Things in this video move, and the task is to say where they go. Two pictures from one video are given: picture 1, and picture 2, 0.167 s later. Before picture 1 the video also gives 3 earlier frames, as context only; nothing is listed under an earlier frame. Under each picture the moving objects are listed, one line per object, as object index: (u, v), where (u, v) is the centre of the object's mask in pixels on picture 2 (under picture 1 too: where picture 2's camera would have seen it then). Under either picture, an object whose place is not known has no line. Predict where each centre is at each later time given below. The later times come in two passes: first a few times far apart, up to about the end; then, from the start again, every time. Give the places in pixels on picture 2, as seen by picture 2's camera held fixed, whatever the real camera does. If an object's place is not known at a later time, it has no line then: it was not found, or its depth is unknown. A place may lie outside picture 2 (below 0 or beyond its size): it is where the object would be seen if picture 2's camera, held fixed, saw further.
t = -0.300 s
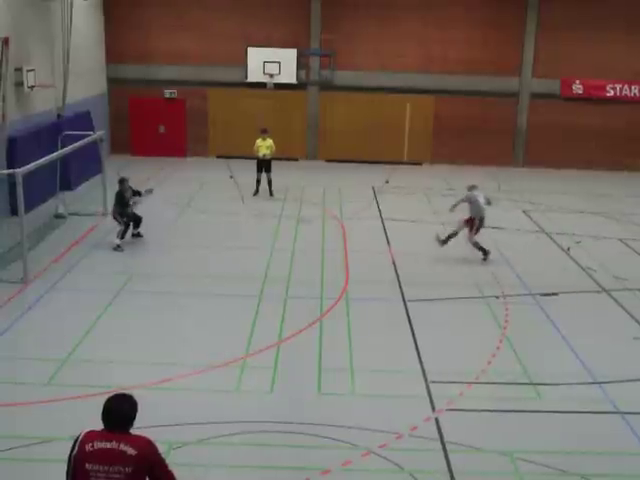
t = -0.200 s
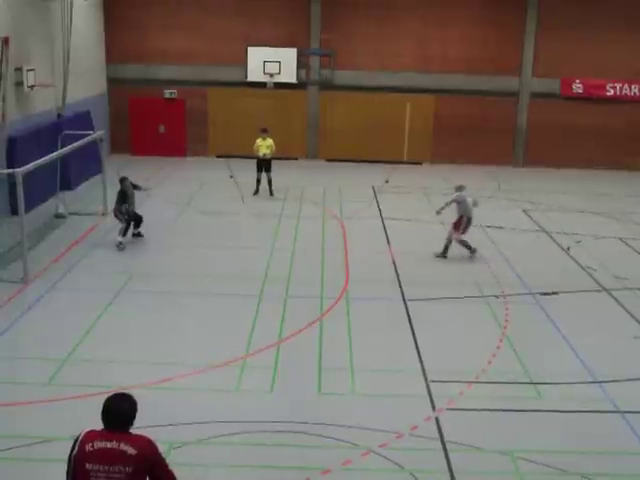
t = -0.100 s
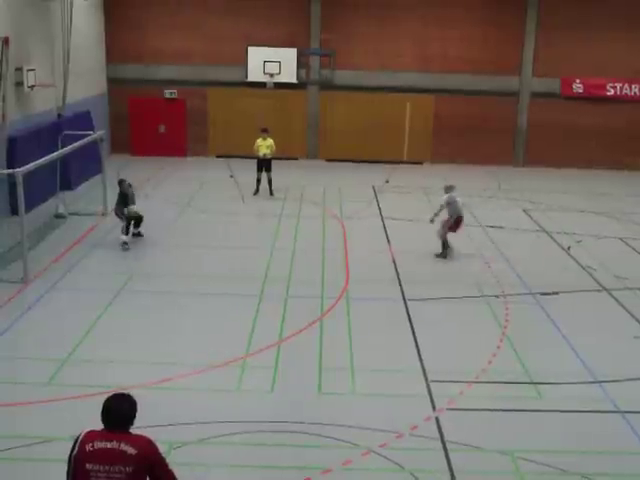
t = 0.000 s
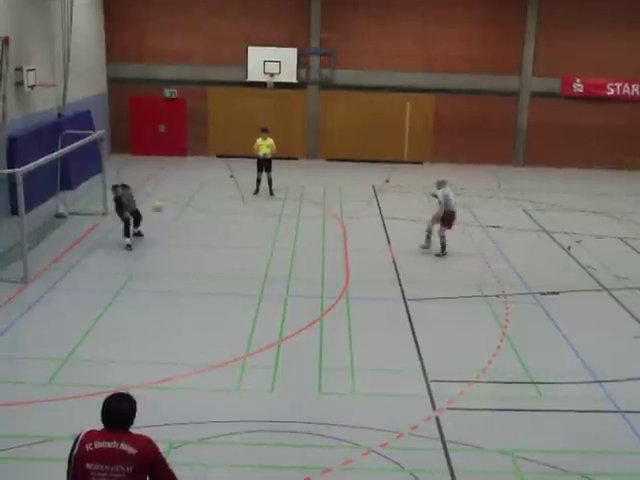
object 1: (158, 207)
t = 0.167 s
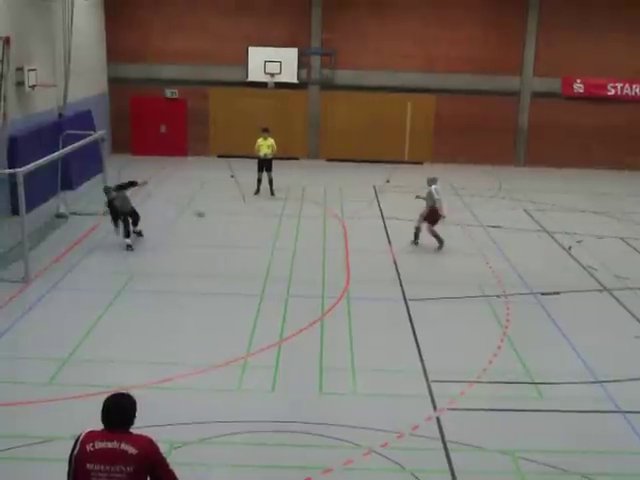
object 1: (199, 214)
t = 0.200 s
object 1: (207, 216)
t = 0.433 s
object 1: (262, 246)
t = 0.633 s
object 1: (289, 226)
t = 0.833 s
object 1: (315, 222)
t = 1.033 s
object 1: (339, 236)
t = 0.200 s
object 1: (207, 216)
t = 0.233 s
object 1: (215, 219)
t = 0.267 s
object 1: (224, 222)
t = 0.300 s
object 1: (231, 227)
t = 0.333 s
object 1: (239, 231)
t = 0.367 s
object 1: (247, 234)
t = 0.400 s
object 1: (255, 240)
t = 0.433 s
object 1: (262, 246)
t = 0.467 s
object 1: (268, 245)
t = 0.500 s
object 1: (272, 239)
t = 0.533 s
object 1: (274, 234)
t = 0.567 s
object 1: (281, 232)
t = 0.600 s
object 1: (284, 229)
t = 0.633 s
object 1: (289, 226)
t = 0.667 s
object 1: (294, 225)
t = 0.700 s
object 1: (298, 222)
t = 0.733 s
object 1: (301, 223)
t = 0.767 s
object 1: (307, 222)
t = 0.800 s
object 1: (311, 222)
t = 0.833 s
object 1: (315, 222)
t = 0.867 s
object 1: (319, 223)
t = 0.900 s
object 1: (321, 224)
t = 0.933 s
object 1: (327, 227)
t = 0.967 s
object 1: (330, 230)
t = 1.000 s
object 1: (335, 233)
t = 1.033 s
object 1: (339, 236)
